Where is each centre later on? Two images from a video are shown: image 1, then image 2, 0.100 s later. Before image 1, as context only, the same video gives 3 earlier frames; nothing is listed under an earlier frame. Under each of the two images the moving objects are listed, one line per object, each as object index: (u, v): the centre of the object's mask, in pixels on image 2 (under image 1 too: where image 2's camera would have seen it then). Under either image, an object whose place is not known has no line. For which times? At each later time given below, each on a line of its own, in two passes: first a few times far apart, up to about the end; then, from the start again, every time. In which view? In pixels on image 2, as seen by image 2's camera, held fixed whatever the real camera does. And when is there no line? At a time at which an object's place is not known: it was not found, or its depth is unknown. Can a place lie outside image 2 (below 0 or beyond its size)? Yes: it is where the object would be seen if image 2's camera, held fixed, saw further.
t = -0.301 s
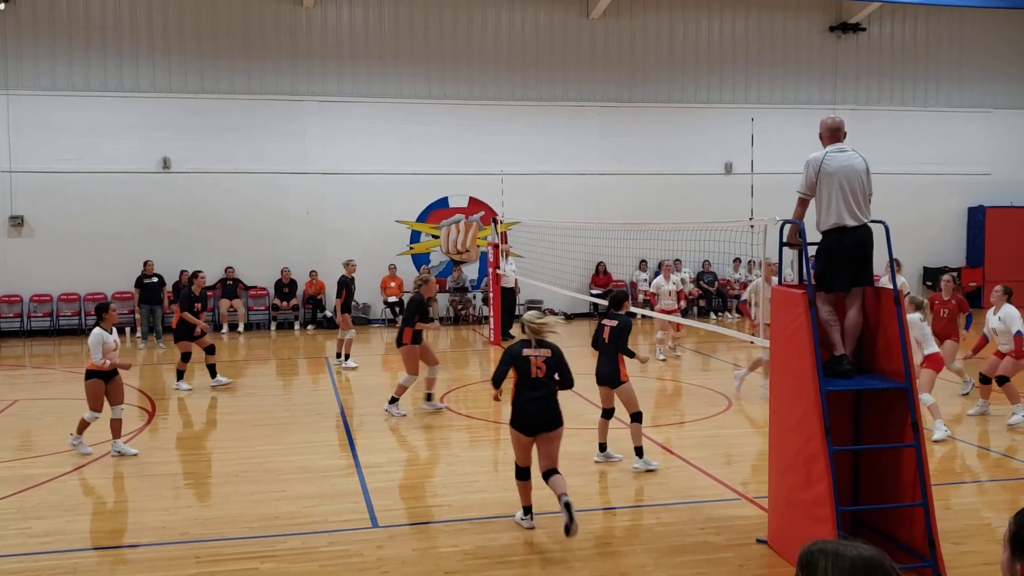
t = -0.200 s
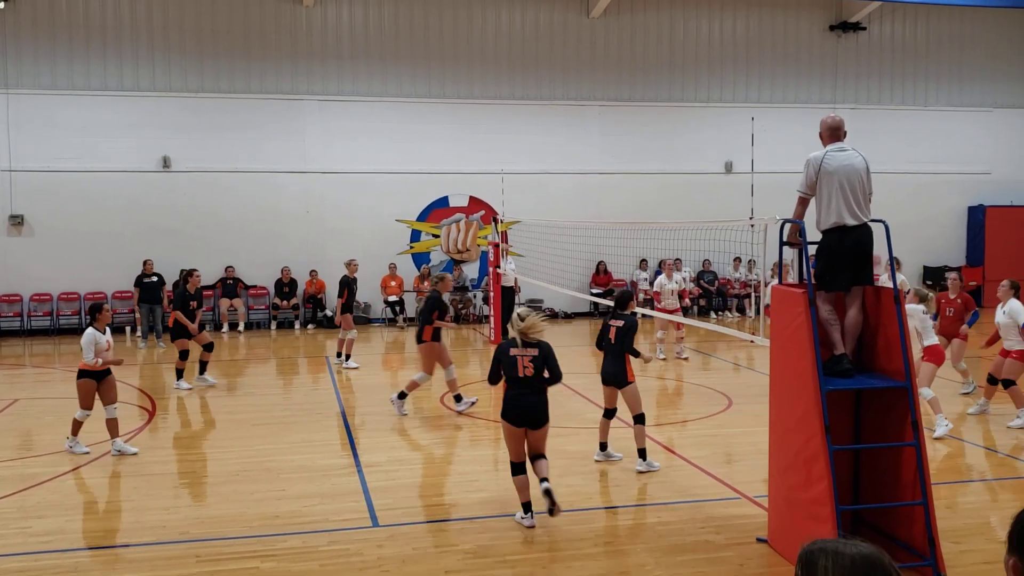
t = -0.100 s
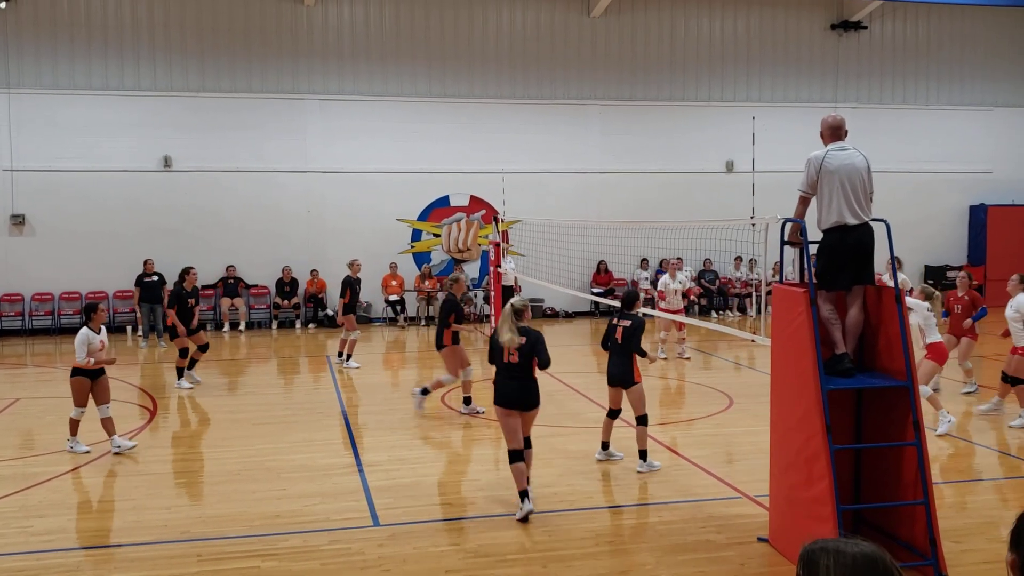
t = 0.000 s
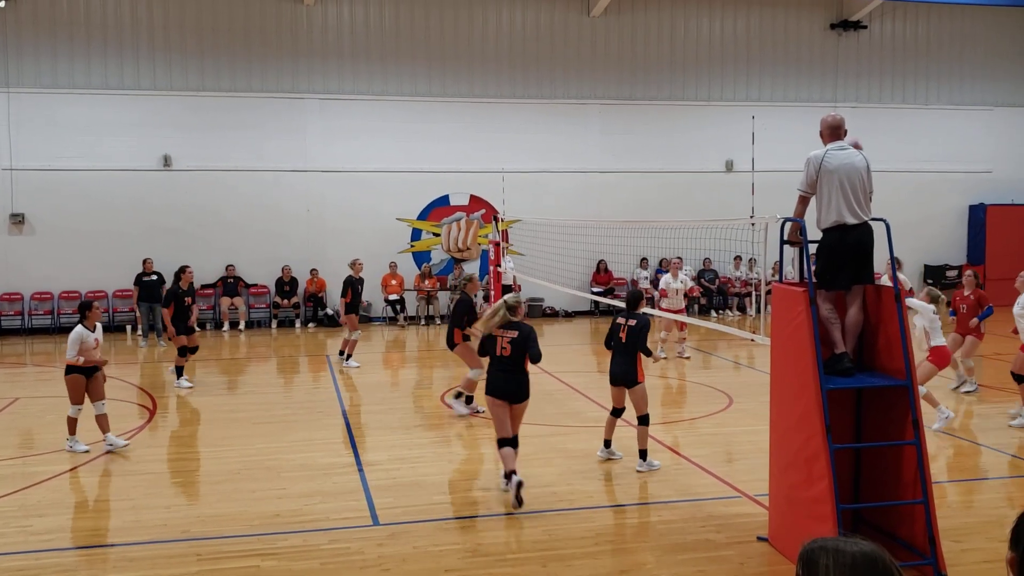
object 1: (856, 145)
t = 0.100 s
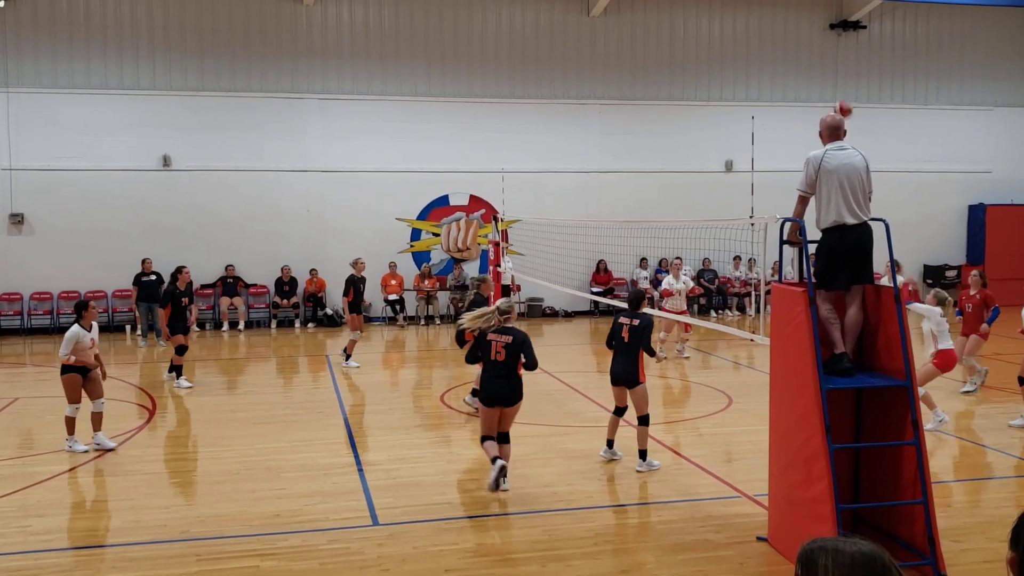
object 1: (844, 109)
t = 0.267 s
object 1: (828, 66)
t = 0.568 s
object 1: (800, 48)
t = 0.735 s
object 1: (788, 69)
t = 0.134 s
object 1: (840, 99)
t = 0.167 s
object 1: (836, 90)
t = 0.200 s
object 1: (834, 81)
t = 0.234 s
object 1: (831, 73)
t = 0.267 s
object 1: (828, 66)
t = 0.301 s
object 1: (824, 60)
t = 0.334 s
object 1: (821, 55)
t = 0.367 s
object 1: (818, 51)
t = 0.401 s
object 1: (815, 48)
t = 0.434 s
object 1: (812, 47)
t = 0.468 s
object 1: (809, 46)
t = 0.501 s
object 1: (805, 45)
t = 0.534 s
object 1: (803, 46)
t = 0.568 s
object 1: (800, 48)
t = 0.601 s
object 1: (797, 51)
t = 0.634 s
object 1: (795, 54)
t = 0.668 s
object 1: (792, 58)
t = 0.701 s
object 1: (790, 63)
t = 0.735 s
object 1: (788, 69)
